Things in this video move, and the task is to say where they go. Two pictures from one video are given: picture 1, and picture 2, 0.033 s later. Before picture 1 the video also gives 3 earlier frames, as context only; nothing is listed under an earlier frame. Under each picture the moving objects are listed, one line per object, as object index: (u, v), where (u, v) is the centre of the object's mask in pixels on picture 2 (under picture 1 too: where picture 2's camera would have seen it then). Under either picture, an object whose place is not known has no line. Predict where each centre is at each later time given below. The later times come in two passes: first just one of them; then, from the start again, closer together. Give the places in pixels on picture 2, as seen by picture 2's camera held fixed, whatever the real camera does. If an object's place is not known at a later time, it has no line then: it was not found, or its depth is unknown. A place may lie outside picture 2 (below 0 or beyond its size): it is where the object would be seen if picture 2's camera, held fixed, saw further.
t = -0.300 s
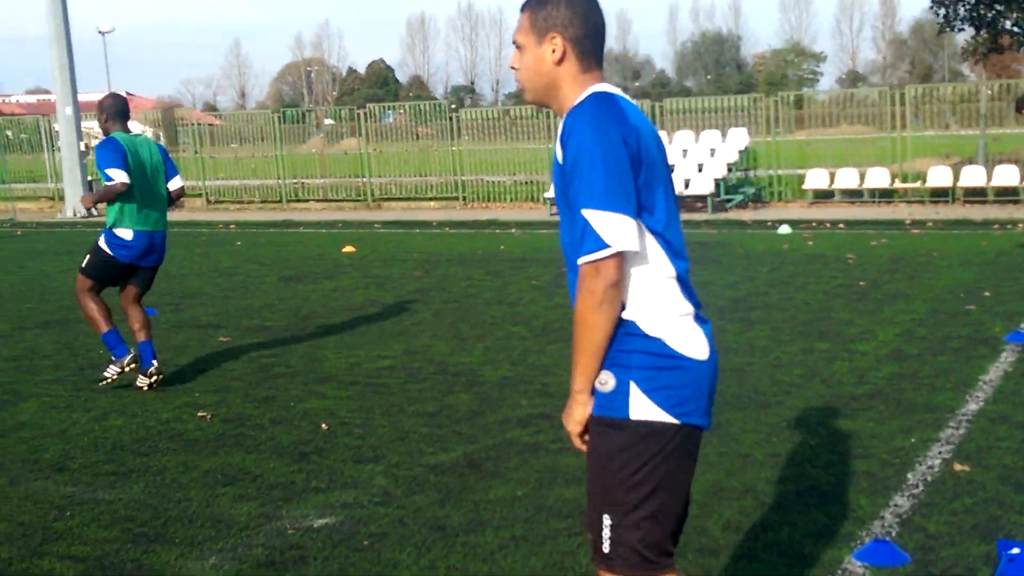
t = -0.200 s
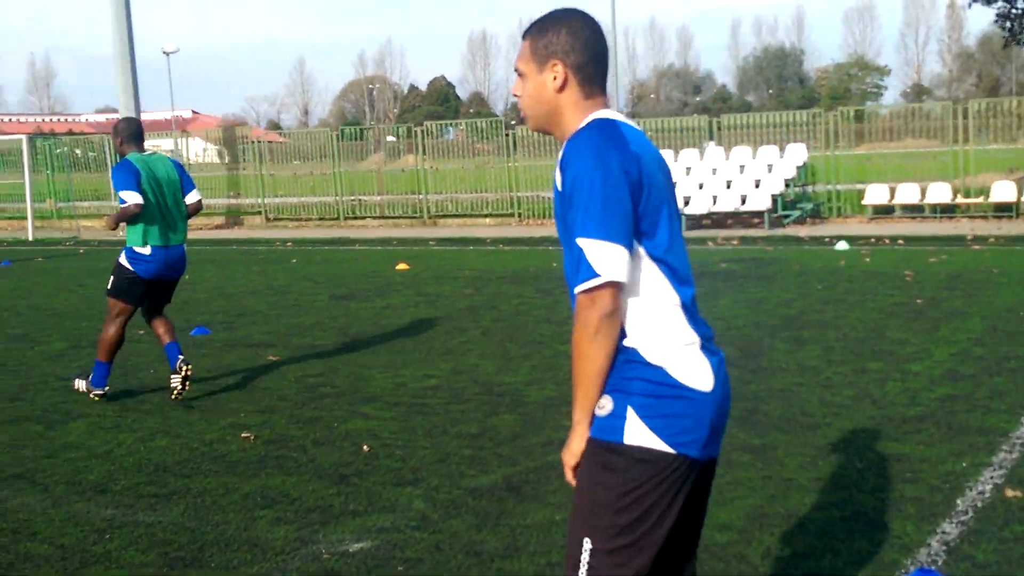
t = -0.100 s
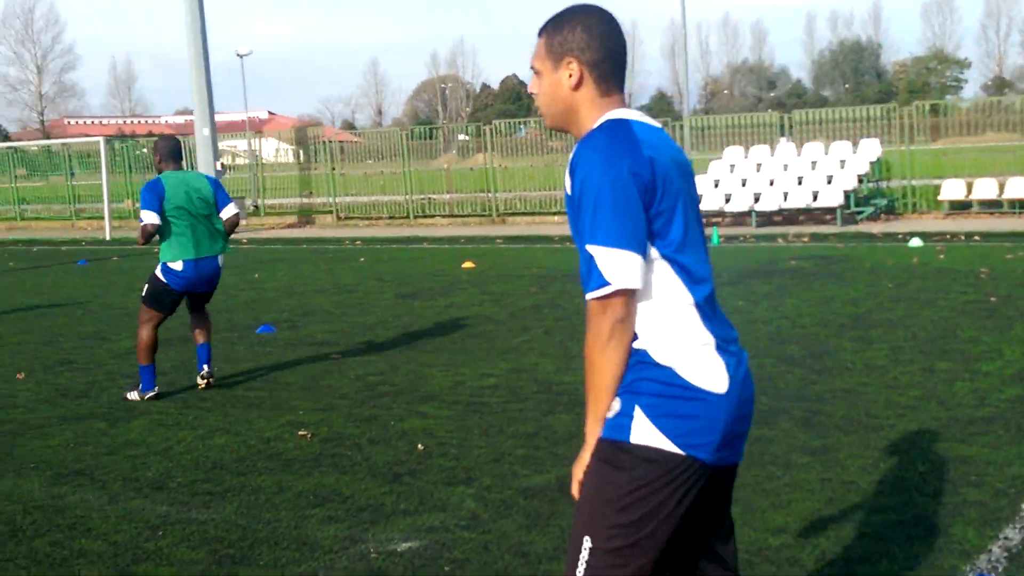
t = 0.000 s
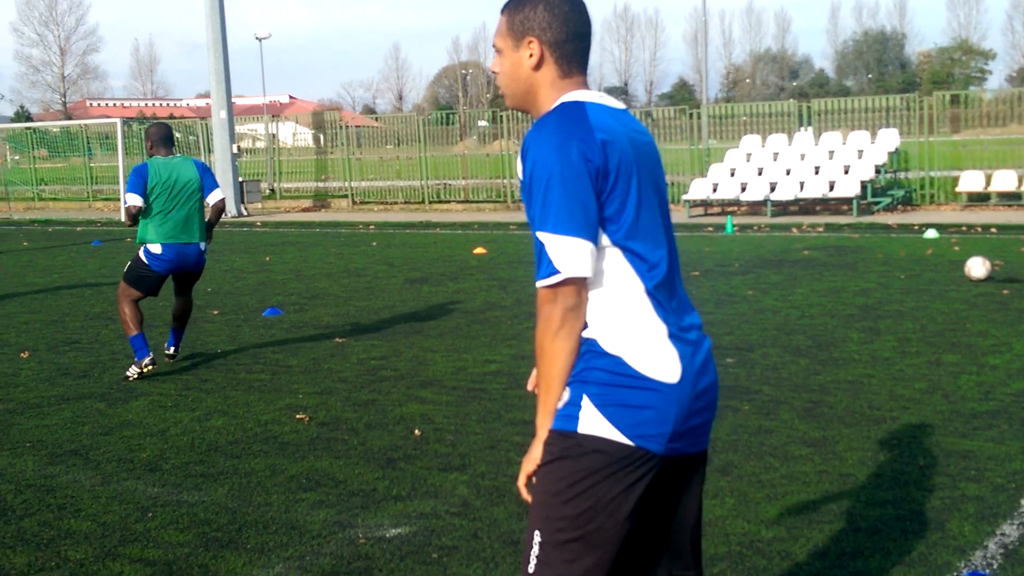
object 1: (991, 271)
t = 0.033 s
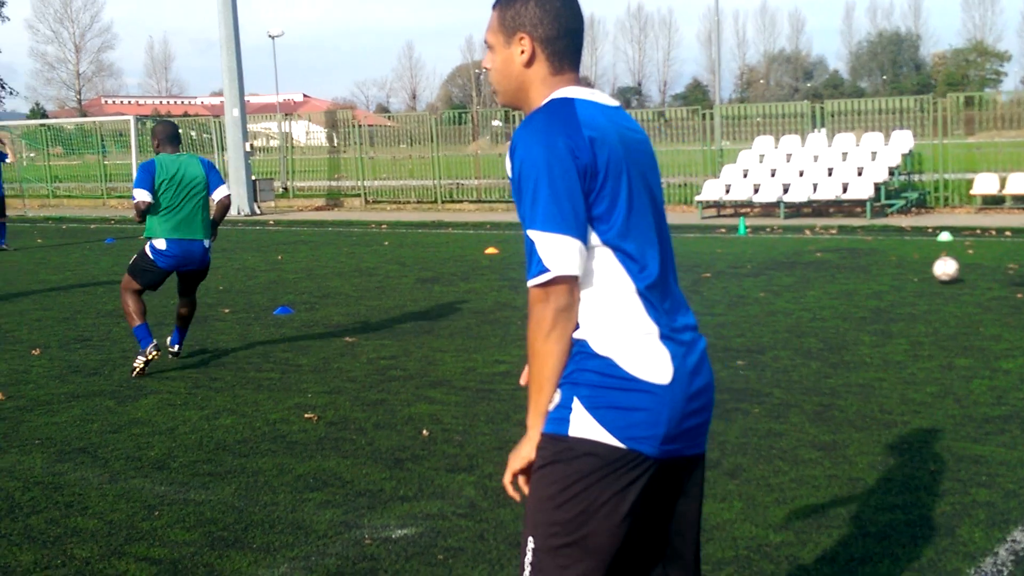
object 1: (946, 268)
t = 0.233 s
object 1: (713, 265)
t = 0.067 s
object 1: (901, 267)
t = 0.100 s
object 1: (859, 266)
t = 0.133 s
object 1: (817, 268)
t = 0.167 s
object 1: (779, 270)
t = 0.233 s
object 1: (713, 265)
